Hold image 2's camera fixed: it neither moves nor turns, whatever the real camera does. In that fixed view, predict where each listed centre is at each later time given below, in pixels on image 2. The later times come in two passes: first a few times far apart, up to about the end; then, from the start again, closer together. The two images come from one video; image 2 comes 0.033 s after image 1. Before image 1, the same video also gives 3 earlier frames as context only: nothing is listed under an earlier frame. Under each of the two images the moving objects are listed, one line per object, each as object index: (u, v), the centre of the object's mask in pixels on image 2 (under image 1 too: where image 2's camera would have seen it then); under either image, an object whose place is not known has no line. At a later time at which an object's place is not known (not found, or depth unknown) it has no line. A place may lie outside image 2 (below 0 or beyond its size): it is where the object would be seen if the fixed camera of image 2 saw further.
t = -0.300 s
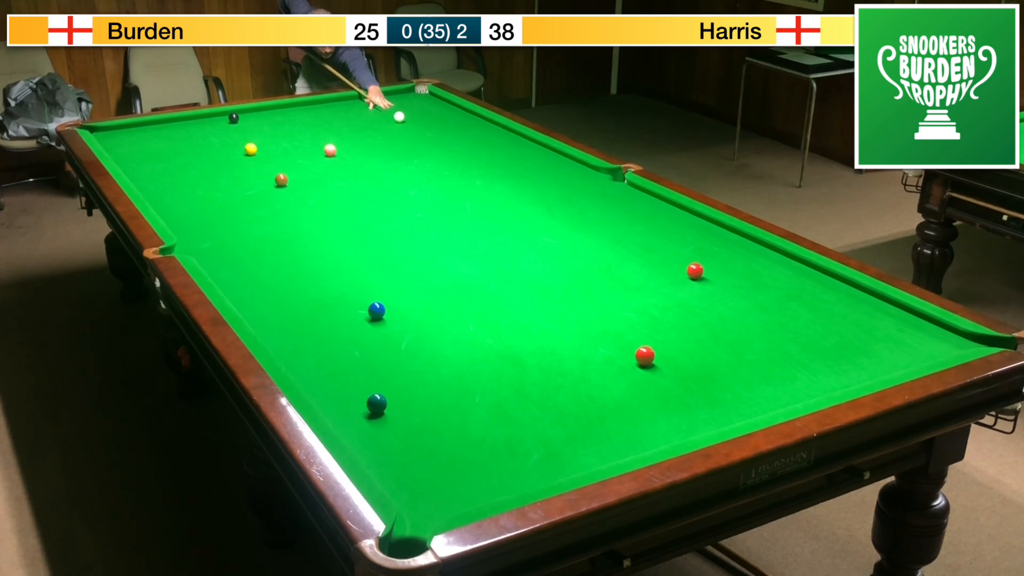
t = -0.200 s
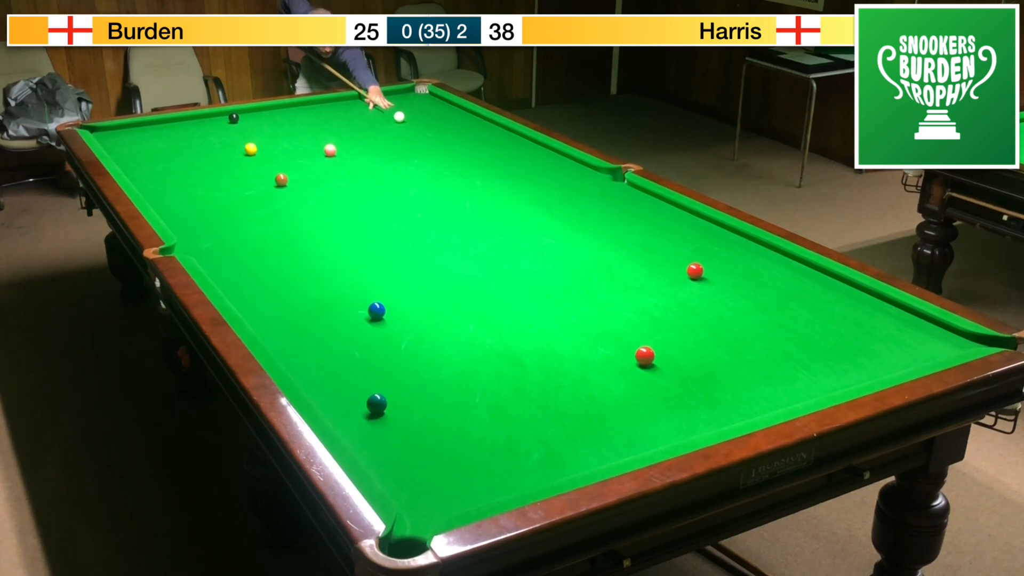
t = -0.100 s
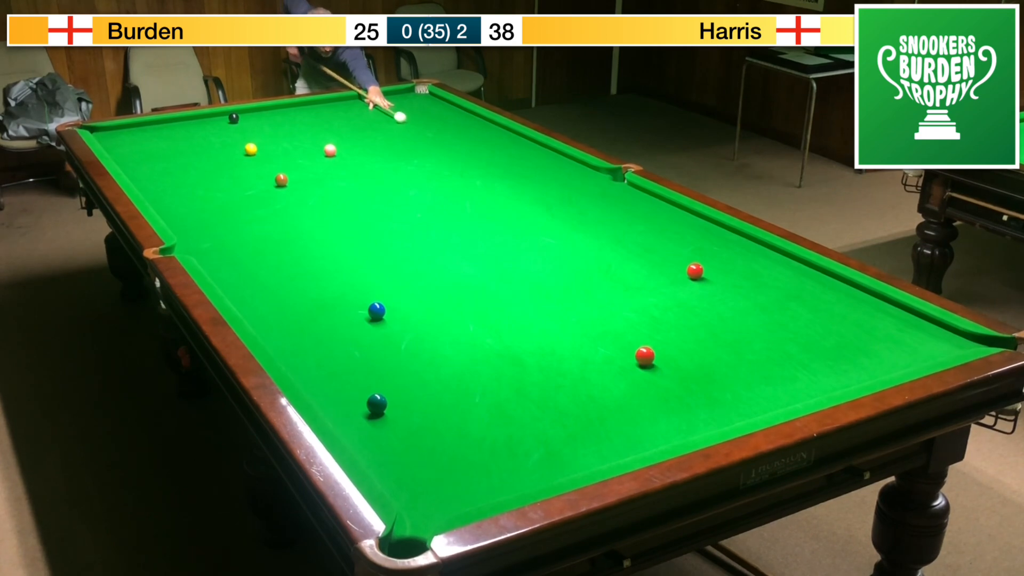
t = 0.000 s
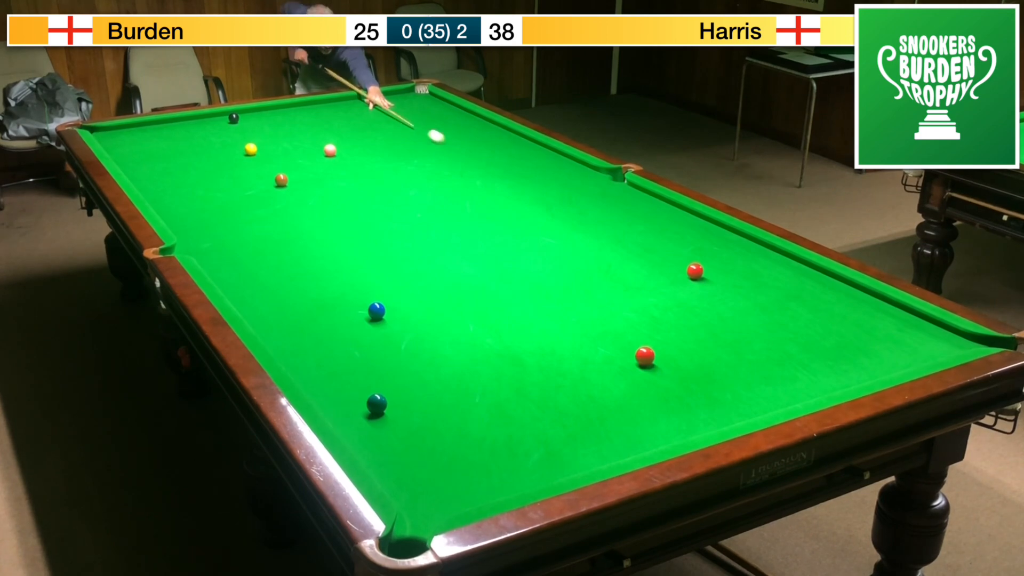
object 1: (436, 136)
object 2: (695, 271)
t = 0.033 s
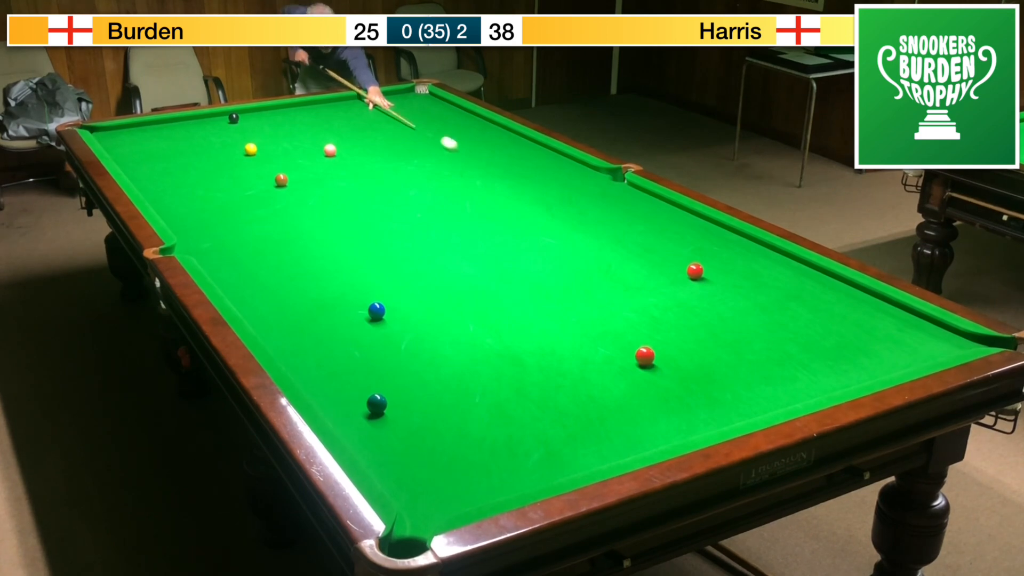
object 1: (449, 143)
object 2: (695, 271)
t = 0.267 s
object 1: (547, 196)
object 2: (695, 271)
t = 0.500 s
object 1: (663, 257)
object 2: (695, 271)
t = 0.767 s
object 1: (662, 310)
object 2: (865, 308)
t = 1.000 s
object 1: (671, 371)
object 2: (964, 345)
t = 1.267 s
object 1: (655, 431)
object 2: (886, 320)
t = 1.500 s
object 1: (556, 409)
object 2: (828, 300)
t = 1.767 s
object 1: (458, 390)
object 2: (769, 280)
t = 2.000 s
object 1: (380, 374)
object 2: (724, 264)
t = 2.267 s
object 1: (299, 359)
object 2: (678, 248)
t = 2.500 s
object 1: (292, 336)
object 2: (643, 236)
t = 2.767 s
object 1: (303, 310)
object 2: (606, 223)
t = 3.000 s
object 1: (312, 290)
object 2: (578, 213)
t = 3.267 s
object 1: (321, 270)
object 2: (548, 203)
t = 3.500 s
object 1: (328, 255)
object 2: (525, 195)
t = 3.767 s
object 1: (335, 239)
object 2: (501, 187)
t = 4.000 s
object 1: (341, 227)
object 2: (481, 180)
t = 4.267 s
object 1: (347, 215)
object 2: (462, 173)
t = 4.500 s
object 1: (352, 205)
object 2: (446, 168)
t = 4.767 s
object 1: (356, 195)
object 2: (429, 162)
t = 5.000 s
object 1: (360, 188)
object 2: (416, 157)
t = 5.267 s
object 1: (363, 180)
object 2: (402, 153)
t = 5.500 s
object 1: (365, 173)
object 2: (391, 149)
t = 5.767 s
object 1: (368, 167)
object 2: (380, 146)
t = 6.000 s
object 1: (369, 162)
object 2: (371, 143)
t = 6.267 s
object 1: (371, 157)
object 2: (362, 140)
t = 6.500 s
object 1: (372, 154)
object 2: (356, 138)
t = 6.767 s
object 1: (373, 150)
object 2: (349, 136)
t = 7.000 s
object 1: (374, 147)
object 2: (344, 135)
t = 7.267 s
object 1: (374, 144)
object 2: (339, 133)
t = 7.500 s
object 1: (375, 143)
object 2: (337, 133)
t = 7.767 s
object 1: (375, 141)
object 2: (334, 132)
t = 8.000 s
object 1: (375, 140)
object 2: (333, 132)
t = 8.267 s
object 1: (375, 140)
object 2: (332, 131)
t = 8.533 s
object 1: (375, 140)
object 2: (332, 131)
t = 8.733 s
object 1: (375, 140)
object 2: (332, 131)
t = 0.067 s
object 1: (462, 150)
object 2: (695, 271)
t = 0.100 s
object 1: (476, 158)
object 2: (695, 271)
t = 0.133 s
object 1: (489, 165)
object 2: (695, 271)
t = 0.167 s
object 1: (504, 173)
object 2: (695, 271)
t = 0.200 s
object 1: (518, 180)
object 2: (695, 271)
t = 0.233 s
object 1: (532, 188)
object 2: (695, 271)
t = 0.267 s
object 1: (547, 196)
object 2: (695, 271)
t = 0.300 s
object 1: (562, 204)
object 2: (695, 271)
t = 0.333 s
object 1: (577, 212)
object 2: (695, 271)
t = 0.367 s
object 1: (593, 220)
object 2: (695, 271)
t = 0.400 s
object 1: (609, 229)
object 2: (695, 271)
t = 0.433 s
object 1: (626, 238)
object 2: (695, 271)
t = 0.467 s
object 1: (644, 248)
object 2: (695, 271)
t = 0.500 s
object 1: (663, 257)
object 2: (695, 271)
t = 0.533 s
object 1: (678, 267)
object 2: (699, 271)
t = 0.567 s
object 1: (674, 273)
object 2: (723, 276)
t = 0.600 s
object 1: (670, 278)
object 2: (748, 282)
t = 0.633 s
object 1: (667, 284)
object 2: (771, 287)
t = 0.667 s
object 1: (664, 290)
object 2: (795, 293)
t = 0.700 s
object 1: (663, 297)
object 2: (819, 298)
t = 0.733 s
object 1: (662, 303)
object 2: (841, 303)
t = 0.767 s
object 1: (662, 310)
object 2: (865, 308)
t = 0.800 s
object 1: (663, 318)
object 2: (885, 313)
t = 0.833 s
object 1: (664, 327)
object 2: (906, 317)
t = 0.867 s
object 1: (665, 335)
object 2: (927, 322)
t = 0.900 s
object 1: (667, 344)
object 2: (945, 328)
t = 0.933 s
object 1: (668, 352)
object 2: (951, 335)
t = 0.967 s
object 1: (669, 361)
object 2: (959, 342)
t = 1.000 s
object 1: (671, 371)
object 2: (964, 345)
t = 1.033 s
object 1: (673, 381)
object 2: (953, 344)
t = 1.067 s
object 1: (674, 390)
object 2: (942, 340)
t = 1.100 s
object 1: (676, 400)
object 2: (932, 336)
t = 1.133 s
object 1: (678, 411)
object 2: (922, 333)
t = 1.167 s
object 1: (680, 422)
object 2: (913, 330)
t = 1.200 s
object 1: (681, 431)
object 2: (904, 327)
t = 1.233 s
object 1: (672, 433)
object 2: (895, 324)
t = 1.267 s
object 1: (655, 431)
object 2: (886, 320)
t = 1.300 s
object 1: (639, 427)
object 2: (877, 317)
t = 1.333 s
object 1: (624, 423)
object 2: (868, 314)
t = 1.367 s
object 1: (610, 420)
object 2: (860, 311)
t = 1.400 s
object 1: (596, 417)
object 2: (852, 309)
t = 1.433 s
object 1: (583, 414)
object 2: (844, 306)
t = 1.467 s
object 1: (569, 412)
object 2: (835, 303)
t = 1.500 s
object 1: (556, 409)
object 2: (828, 300)
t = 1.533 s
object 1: (544, 407)
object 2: (820, 298)
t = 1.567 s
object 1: (531, 404)
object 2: (813, 295)
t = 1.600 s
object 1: (518, 401)
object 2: (805, 293)
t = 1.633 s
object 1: (506, 399)
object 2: (798, 290)
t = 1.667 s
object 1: (494, 396)
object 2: (790, 287)
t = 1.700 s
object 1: (481, 395)
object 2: (783, 285)
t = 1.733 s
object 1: (470, 392)
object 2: (776, 282)
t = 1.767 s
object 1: (458, 390)
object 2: (769, 280)
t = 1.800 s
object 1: (447, 388)
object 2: (763, 278)
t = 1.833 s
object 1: (435, 385)
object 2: (756, 275)
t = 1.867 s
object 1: (424, 383)
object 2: (749, 273)
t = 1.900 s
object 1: (413, 381)
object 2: (743, 271)
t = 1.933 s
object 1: (402, 378)
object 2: (737, 269)
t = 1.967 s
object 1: (391, 377)
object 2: (730, 266)
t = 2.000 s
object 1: (380, 374)
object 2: (724, 264)
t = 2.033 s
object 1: (370, 372)
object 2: (718, 262)
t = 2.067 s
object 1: (359, 370)
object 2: (712, 260)
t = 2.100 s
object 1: (349, 368)
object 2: (706, 258)
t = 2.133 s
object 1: (339, 366)
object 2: (701, 256)
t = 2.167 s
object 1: (329, 364)
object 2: (695, 254)
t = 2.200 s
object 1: (319, 362)
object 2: (689, 252)
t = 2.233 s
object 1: (309, 360)
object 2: (684, 250)
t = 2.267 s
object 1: (299, 359)
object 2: (678, 248)
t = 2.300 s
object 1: (289, 357)
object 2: (673, 247)
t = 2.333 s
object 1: (283, 354)
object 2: (668, 245)
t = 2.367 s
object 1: (285, 351)
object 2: (663, 243)
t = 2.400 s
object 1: (287, 347)
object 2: (657, 241)
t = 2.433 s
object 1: (289, 343)
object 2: (653, 239)
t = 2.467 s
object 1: (290, 339)
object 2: (648, 238)
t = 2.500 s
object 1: (292, 336)
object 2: (643, 236)
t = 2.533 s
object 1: (293, 333)
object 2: (638, 234)
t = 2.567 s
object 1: (295, 329)
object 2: (633, 233)
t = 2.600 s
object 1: (296, 326)
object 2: (628, 231)
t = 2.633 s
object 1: (298, 322)
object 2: (624, 229)
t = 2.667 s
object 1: (299, 319)
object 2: (619, 228)
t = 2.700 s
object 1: (301, 316)
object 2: (615, 226)
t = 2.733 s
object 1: (302, 313)
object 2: (610, 225)
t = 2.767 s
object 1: (303, 310)
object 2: (606, 223)
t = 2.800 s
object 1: (304, 307)
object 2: (602, 222)
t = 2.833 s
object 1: (306, 304)
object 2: (598, 220)
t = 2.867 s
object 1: (307, 301)
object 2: (593, 219)
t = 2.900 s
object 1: (309, 298)
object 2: (590, 217)
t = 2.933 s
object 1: (310, 295)
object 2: (586, 216)
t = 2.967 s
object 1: (311, 293)
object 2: (582, 214)
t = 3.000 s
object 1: (312, 290)
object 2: (578, 213)
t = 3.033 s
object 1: (313, 287)
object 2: (574, 212)
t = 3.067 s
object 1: (315, 285)
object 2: (570, 211)
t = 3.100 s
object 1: (316, 282)
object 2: (566, 209)
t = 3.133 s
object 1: (317, 280)
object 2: (562, 208)
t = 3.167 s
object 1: (318, 277)
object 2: (559, 207)
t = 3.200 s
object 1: (319, 275)
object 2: (555, 206)
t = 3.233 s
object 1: (320, 273)
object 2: (552, 204)
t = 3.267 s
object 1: (321, 270)
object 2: (548, 203)
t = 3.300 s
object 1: (322, 268)
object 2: (545, 202)
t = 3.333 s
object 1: (323, 266)
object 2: (541, 201)
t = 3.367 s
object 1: (324, 263)
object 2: (538, 200)
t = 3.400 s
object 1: (325, 261)
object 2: (535, 199)
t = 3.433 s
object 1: (326, 259)
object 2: (531, 197)
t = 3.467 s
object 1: (327, 257)
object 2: (528, 196)
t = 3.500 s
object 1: (328, 255)
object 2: (525, 195)
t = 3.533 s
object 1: (329, 253)
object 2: (522, 194)
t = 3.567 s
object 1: (330, 251)
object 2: (519, 193)
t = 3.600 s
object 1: (331, 249)
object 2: (516, 191)
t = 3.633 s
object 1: (332, 247)
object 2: (513, 191)
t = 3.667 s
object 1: (333, 245)
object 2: (510, 190)
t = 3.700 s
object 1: (334, 243)
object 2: (507, 189)
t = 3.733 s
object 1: (334, 241)
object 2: (503, 188)
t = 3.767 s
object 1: (335, 239)
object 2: (501, 187)
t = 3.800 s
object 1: (336, 237)
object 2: (498, 186)
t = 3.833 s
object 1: (337, 236)
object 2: (495, 184)
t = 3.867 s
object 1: (338, 234)
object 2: (492, 184)
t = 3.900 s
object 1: (339, 232)
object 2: (489, 183)
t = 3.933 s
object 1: (339, 230)
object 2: (487, 182)
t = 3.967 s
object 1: (340, 229)
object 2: (484, 181)
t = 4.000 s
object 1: (341, 227)
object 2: (481, 180)
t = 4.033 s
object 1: (342, 226)
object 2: (479, 179)
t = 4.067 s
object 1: (343, 224)
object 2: (476, 178)
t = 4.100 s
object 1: (343, 222)
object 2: (474, 177)
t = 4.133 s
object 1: (344, 221)
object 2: (471, 177)
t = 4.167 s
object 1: (345, 219)
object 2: (469, 175)
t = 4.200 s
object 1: (346, 218)
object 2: (467, 175)
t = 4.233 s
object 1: (346, 216)
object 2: (464, 174)
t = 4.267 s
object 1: (347, 215)
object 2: (462, 173)
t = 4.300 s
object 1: (348, 213)
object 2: (459, 173)
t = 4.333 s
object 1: (348, 212)
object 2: (457, 172)
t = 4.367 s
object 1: (349, 211)
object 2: (455, 171)
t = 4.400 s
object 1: (350, 209)
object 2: (452, 170)
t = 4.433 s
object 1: (350, 208)
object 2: (450, 169)
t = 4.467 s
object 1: (351, 207)
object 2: (448, 168)
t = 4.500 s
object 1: (352, 205)
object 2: (446, 168)
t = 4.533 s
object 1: (352, 204)
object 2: (444, 167)
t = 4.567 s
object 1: (353, 203)
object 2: (441, 166)
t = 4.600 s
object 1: (353, 201)
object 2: (439, 166)
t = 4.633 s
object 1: (354, 200)
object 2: (437, 165)
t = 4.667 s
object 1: (355, 199)
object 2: (435, 164)
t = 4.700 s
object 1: (355, 198)
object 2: (433, 163)
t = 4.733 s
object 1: (356, 197)
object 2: (431, 163)
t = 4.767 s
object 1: (356, 195)
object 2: (429, 162)
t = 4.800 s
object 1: (357, 194)
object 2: (427, 161)
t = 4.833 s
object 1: (357, 193)
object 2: (425, 161)
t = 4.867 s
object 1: (358, 192)
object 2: (423, 160)
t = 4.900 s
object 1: (358, 191)
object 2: (421, 159)
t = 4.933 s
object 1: (359, 190)
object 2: (420, 159)
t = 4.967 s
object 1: (359, 189)
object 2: (418, 158)
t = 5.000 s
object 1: (360, 188)
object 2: (416, 157)
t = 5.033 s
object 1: (360, 186)
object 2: (414, 157)
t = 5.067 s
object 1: (361, 185)
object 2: (412, 156)
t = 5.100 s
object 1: (361, 185)
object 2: (410, 156)
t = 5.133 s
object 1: (361, 184)
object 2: (409, 155)
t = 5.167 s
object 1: (362, 183)
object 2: (407, 155)
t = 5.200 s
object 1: (362, 182)
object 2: (405, 154)
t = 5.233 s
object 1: (363, 180)
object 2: (404, 153)
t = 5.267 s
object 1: (363, 180)
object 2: (402, 153)
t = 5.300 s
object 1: (363, 179)
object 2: (401, 152)
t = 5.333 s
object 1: (364, 178)
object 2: (399, 152)
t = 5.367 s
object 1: (364, 177)
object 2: (397, 151)
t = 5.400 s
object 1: (364, 176)
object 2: (395, 151)
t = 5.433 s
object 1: (365, 175)
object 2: (394, 150)
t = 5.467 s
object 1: (365, 174)
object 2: (393, 150)
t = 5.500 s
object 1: (365, 173)
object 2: (391, 149)
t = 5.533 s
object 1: (366, 173)
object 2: (390, 149)
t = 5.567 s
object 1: (366, 172)
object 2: (388, 148)
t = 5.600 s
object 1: (366, 171)
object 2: (387, 148)
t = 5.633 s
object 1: (367, 170)
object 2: (385, 147)
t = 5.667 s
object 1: (367, 169)
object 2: (384, 147)
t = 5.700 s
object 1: (367, 169)
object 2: (383, 146)
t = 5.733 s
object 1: (367, 168)
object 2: (381, 146)
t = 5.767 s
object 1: (368, 167)
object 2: (380, 146)
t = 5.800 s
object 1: (368, 166)
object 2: (379, 145)
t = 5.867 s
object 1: (368, 165)
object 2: (376, 145)
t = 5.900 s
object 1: (369, 164)
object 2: (375, 144)
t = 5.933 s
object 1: (369, 164)
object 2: (374, 144)
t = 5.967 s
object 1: (369, 163)
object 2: (373, 143)
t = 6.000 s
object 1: (369, 162)
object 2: (371, 143)
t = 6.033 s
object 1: (370, 161)
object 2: (370, 142)
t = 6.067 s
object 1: (370, 161)
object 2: (369, 142)
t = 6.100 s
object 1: (370, 160)
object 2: (368, 142)
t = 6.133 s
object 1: (370, 160)
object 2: (367, 142)
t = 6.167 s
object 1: (370, 159)
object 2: (366, 141)
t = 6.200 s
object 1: (371, 159)
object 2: (364, 141)
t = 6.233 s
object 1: (371, 158)
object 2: (363, 141)
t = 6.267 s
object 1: (371, 157)
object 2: (362, 140)
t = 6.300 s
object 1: (371, 157)
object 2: (361, 140)
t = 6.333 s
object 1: (371, 156)
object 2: (360, 140)
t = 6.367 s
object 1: (371, 156)
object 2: (359, 139)
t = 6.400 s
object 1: (372, 155)
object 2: (358, 139)
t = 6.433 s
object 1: (372, 154)
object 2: (357, 139)
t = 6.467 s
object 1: (372, 154)
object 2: (357, 138)
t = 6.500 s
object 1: (372, 154)
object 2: (356, 138)
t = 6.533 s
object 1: (372, 153)
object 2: (355, 138)
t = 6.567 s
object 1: (372, 153)
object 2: (354, 138)
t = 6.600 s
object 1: (372, 152)
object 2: (353, 138)
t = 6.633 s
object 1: (372, 152)
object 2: (352, 137)
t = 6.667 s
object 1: (373, 151)
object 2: (351, 137)
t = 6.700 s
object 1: (373, 151)
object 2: (350, 137)
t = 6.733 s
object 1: (373, 150)
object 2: (349, 137)
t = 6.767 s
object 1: (373, 150)
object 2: (349, 136)
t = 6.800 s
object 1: (373, 149)
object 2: (348, 136)
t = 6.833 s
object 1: (373, 149)
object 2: (347, 136)
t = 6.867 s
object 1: (373, 149)
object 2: (346, 136)
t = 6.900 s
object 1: (374, 148)
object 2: (346, 135)
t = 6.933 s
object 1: (374, 148)
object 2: (345, 135)
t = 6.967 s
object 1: (374, 147)
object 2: (345, 135)
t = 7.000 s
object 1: (374, 147)
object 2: (344, 135)
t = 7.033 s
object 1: (374, 147)
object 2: (343, 135)
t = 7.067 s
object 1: (374, 146)
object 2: (343, 134)
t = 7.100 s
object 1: (374, 146)
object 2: (342, 134)
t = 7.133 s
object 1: (374, 146)
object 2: (342, 134)
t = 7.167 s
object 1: (374, 145)
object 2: (341, 134)
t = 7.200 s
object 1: (374, 145)
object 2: (340, 134)
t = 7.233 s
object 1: (374, 145)
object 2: (340, 134)
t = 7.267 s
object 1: (374, 144)
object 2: (339, 133)
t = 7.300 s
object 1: (374, 144)
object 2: (339, 133)
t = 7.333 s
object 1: (374, 144)
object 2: (339, 133)
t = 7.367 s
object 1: (374, 144)
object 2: (338, 133)
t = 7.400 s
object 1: (375, 143)
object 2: (338, 133)
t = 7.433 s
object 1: (375, 143)
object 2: (337, 133)
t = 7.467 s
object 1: (375, 143)
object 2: (337, 133)
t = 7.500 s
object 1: (375, 143)
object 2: (337, 133)
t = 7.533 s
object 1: (375, 142)
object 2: (336, 132)
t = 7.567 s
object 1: (375, 142)
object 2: (336, 132)
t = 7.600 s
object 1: (375, 142)
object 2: (335, 132)
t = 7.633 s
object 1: (375, 142)
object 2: (335, 132)
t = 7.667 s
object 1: (375, 142)
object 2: (335, 132)
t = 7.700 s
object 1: (375, 141)
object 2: (335, 132)
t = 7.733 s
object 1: (375, 141)
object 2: (334, 132)
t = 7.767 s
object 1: (375, 141)
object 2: (334, 132)
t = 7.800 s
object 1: (375, 141)
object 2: (334, 132)
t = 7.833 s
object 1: (375, 141)
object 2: (334, 132)
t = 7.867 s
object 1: (375, 141)
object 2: (333, 132)
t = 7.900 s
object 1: (375, 141)
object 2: (333, 132)
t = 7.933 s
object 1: (375, 141)
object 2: (333, 132)
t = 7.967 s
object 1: (375, 140)
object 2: (333, 132)
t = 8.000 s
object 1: (375, 140)
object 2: (333, 132)
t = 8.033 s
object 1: (375, 140)
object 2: (333, 132)
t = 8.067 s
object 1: (375, 140)
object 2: (333, 131)
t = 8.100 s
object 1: (375, 140)
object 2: (333, 131)
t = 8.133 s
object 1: (375, 140)
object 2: (332, 131)
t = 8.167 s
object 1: (375, 140)
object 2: (332, 131)
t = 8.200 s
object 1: (375, 140)
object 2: (332, 131)
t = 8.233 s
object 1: (375, 140)
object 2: (332, 131)
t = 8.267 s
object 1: (375, 140)
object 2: (332, 131)
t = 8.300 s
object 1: (375, 140)
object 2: (332, 131)
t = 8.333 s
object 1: (375, 140)
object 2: (332, 132)
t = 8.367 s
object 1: (375, 140)
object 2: (332, 131)
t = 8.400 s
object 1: (375, 140)
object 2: (332, 131)
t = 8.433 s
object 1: (375, 140)
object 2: (332, 131)
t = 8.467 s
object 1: (375, 140)
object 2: (332, 131)
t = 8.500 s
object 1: (375, 140)
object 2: (332, 131)
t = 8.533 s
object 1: (375, 140)
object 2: (332, 131)
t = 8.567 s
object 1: (375, 140)
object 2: (332, 132)
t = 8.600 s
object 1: (375, 140)
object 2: (332, 132)
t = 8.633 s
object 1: (375, 140)
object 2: (332, 132)
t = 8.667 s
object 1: (375, 140)
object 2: (332, 132)
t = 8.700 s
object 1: (375, 140)
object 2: (332, 132)
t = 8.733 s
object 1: (375, 140)
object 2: (332, 131)
